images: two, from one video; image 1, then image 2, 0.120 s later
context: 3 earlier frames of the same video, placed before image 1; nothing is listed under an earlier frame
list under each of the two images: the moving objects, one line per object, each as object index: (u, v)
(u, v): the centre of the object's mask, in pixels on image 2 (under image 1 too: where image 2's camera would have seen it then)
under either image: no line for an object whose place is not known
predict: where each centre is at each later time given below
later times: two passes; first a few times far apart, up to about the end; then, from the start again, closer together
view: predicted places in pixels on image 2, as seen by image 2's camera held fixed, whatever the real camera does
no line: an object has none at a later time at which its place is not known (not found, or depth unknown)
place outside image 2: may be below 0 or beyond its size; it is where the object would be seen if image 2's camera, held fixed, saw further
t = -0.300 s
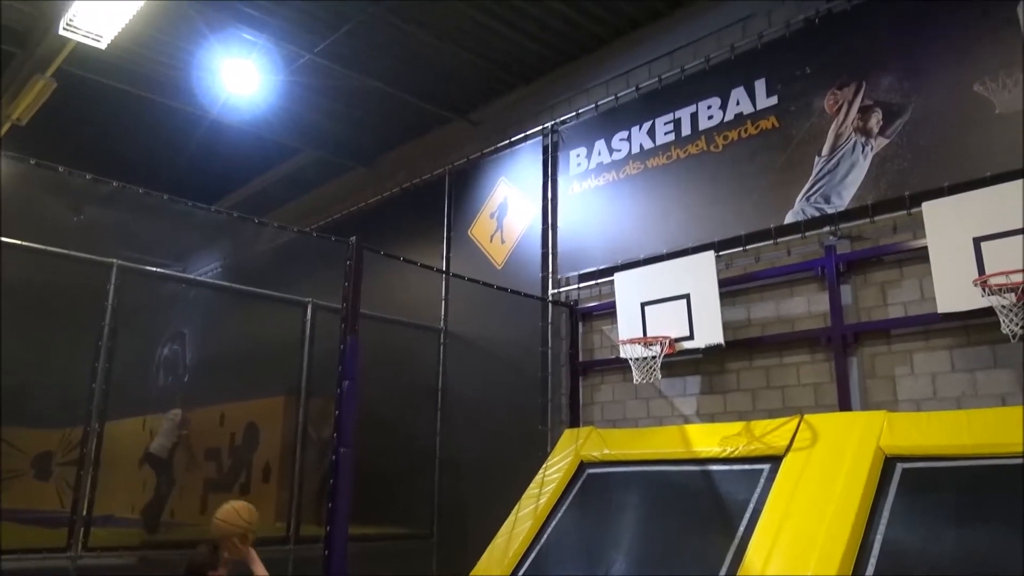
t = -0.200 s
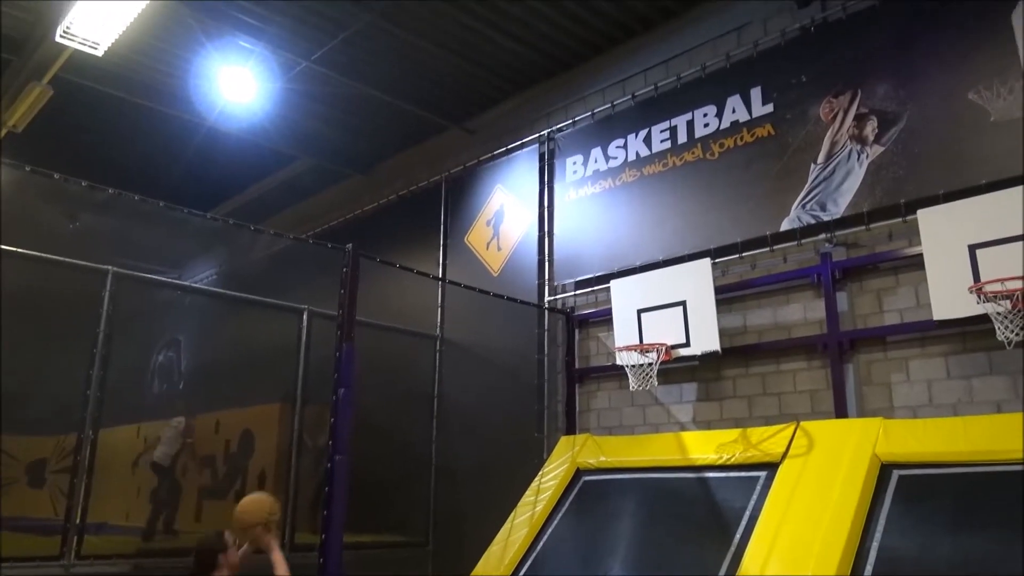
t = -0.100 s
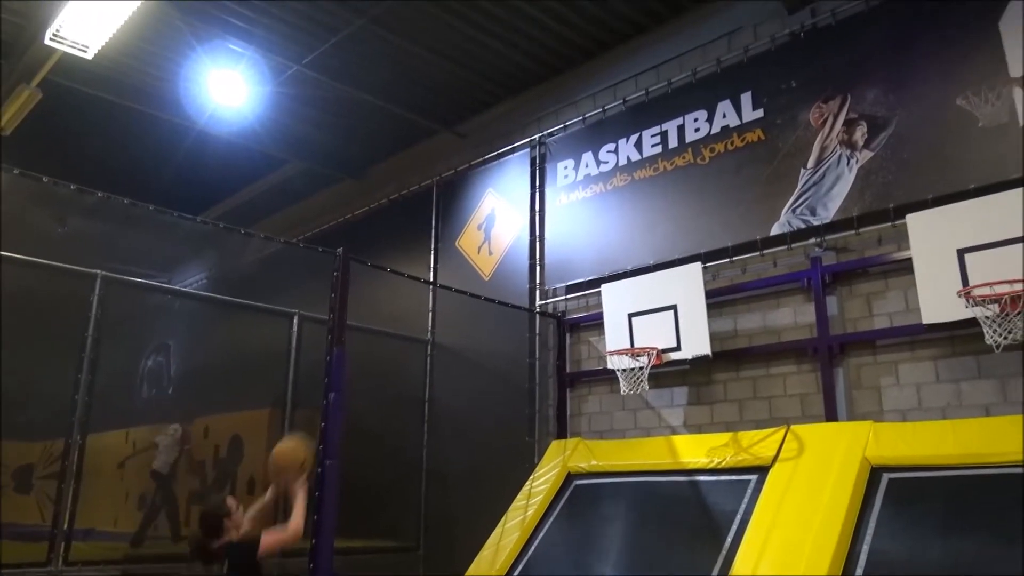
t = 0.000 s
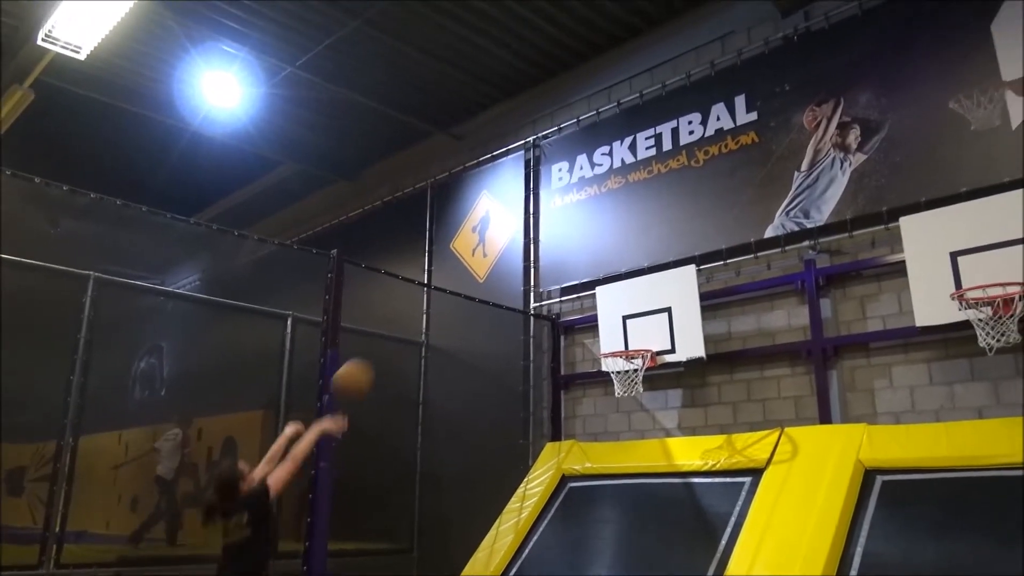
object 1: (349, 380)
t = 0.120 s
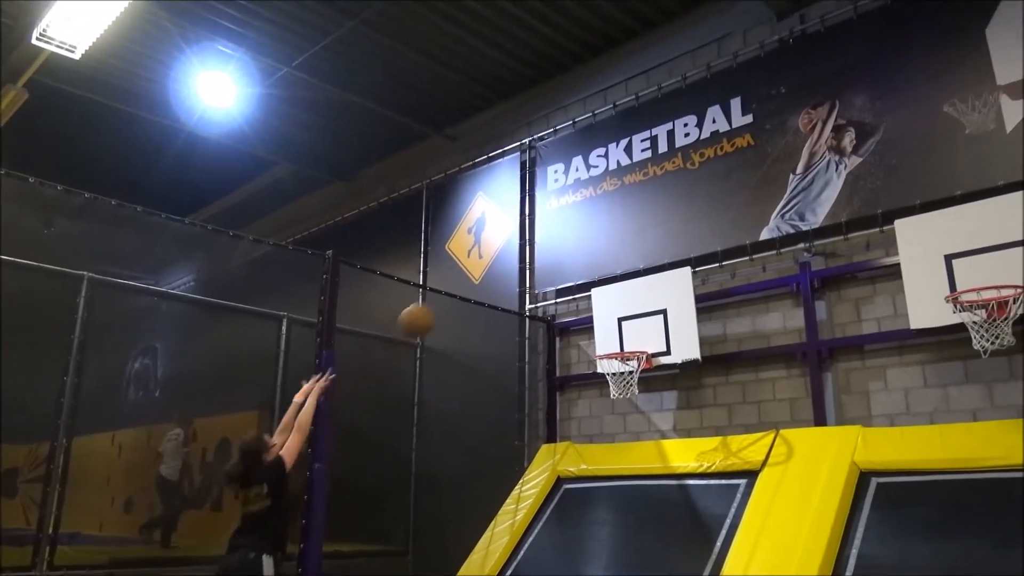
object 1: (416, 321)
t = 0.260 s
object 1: (482, 285)
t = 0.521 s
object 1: (573, 285)
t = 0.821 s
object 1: (611, 347)
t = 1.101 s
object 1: (631, 367)
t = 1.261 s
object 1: (626, 399)
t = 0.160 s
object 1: (437, 306)
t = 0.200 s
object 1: (455, 296)
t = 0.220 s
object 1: (464, 291)
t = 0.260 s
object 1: (482, 285)
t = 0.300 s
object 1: (499, 279)
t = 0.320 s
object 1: (506, 277)
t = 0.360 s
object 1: (521, 275)
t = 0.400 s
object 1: (534, 274)
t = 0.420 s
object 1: (542, 276)
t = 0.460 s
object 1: (555, 278)
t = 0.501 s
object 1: (568, 282)
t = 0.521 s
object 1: (573, 285)
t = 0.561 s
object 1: (584, 291)
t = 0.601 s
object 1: (596, 298)
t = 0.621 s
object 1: (602, 303)
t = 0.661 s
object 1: (612, 312)
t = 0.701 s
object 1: (623, 323)
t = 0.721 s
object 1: (628, 328)
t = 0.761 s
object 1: (623, 337)
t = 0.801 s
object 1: (615, 344)
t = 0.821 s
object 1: (611, 347)
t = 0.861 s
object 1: (612, 358)
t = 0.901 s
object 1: (619, 362)
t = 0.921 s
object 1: (623, 365)
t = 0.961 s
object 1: (636, 366)
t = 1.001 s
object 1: (637, 364)
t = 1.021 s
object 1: (637, 364)
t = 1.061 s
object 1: (637, 365)
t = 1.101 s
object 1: (631, 367)
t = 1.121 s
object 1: (630, 367)
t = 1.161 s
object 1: (629, 368)
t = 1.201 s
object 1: (631, 368)
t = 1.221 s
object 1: (630, 369)
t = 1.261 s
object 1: (626, 399)
